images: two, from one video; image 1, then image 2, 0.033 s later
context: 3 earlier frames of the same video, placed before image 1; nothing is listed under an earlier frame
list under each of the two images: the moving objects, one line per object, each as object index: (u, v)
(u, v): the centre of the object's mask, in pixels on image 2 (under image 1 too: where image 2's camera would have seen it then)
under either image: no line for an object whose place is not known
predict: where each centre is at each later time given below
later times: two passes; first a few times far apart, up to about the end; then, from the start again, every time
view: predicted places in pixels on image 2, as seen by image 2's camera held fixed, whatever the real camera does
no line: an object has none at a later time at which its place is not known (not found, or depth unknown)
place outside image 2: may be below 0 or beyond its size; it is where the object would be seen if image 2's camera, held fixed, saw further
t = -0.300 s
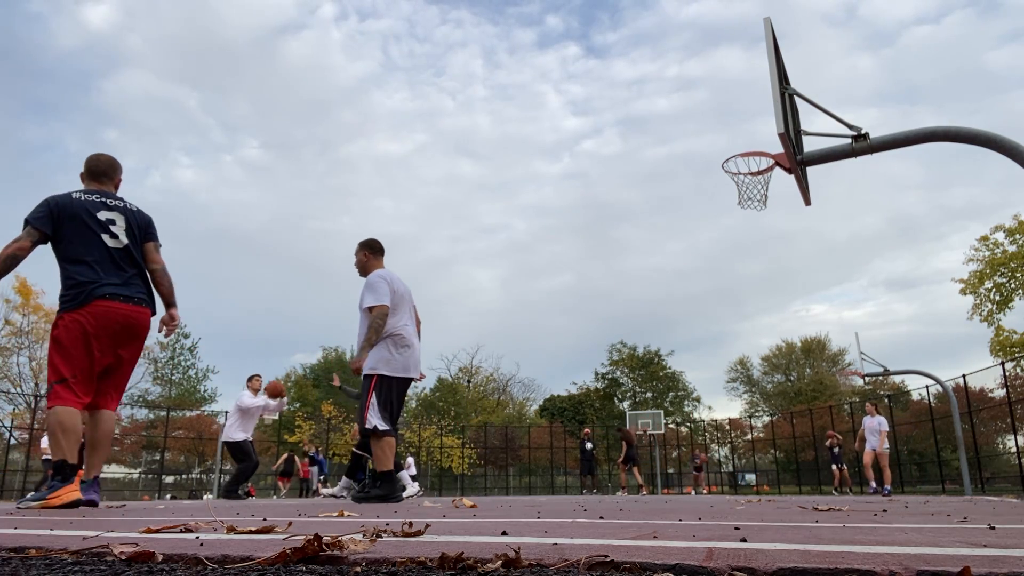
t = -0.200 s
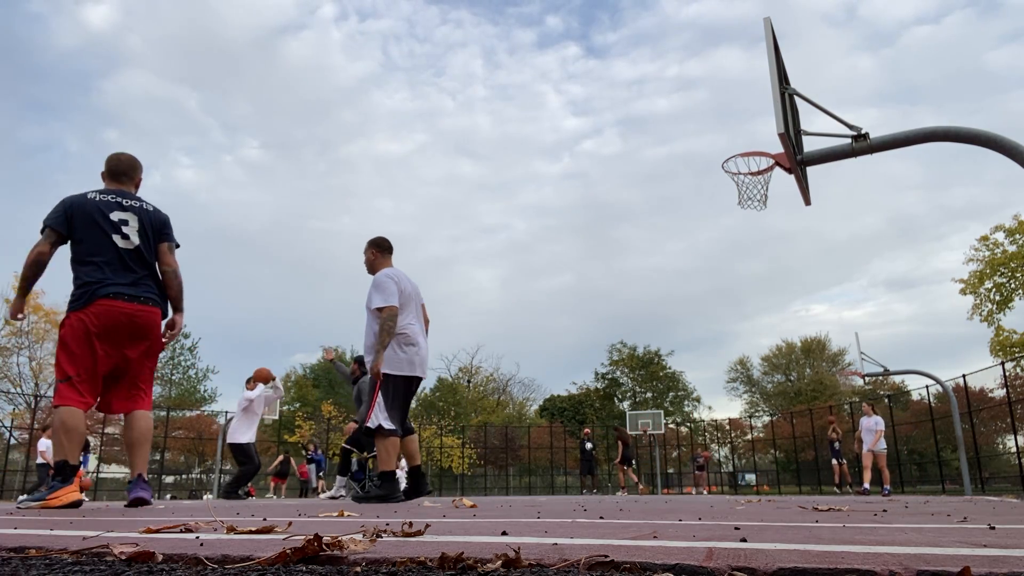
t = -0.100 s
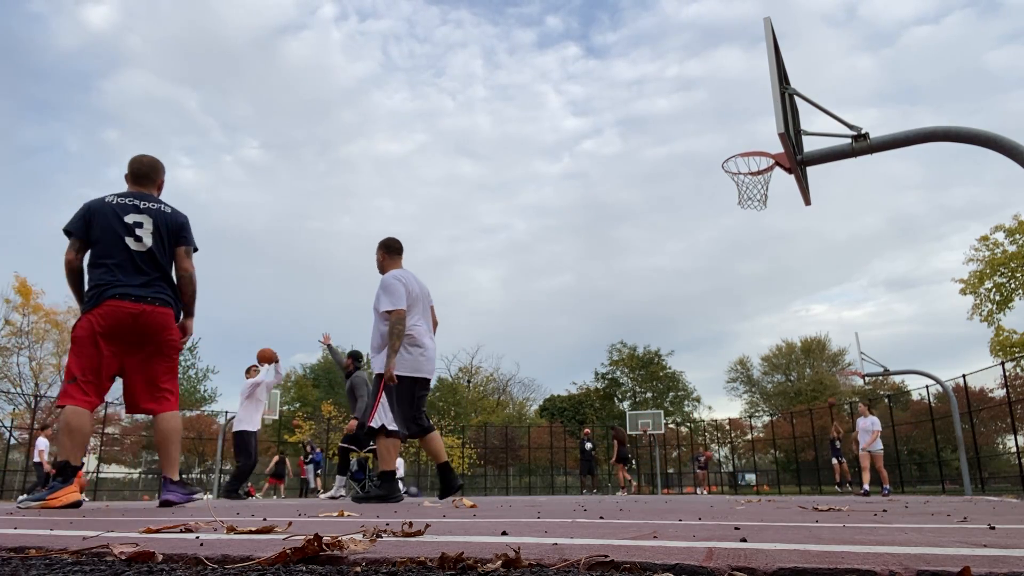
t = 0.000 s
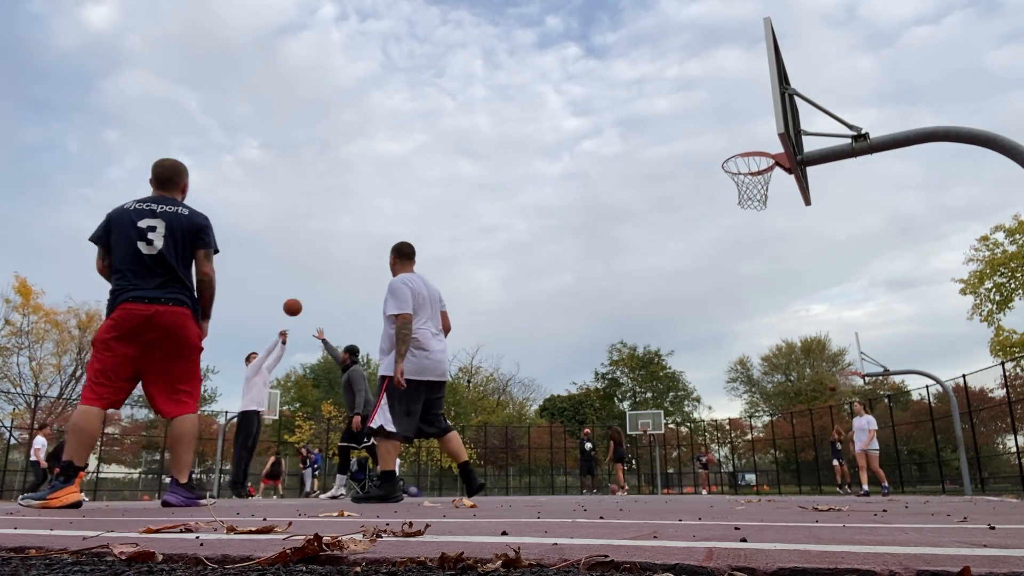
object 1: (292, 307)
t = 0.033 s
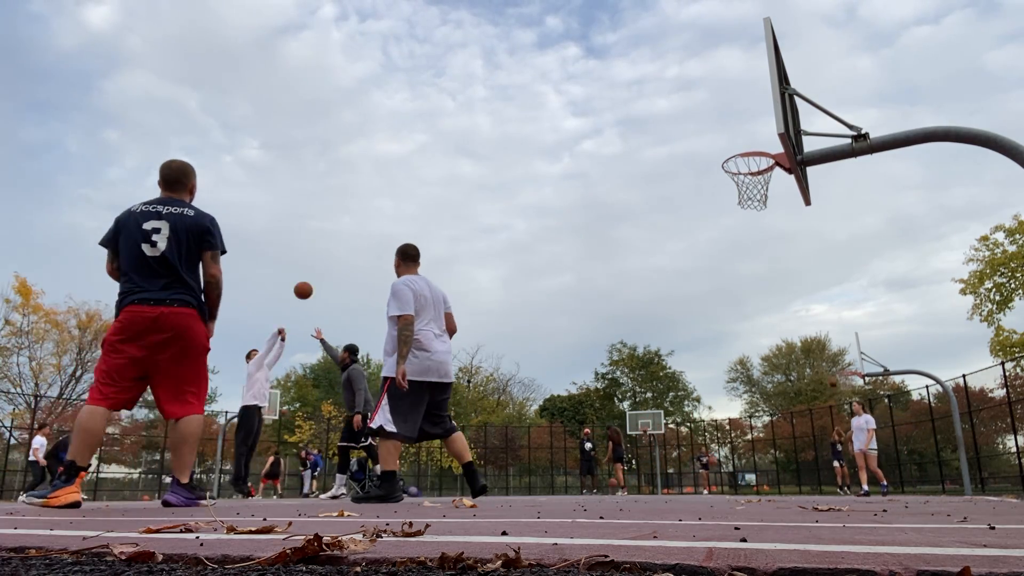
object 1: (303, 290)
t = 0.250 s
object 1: (373, 197)
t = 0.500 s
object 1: (457, 125)
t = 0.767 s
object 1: (557, 93)
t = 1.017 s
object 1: (669, 113)
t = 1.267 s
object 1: (770, 131)
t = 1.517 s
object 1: (727, 144)
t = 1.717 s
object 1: (695, 194)
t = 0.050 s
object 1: (309, 282)
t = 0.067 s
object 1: (314, 274)
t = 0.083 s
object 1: (319, 266)
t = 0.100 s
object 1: (325, 258)
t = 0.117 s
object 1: (330, 251)
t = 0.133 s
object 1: (335, 244)
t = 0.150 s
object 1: (341, 236)
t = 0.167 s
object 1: (346, 230)
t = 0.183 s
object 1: (351, 223)
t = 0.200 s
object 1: (357, 216)
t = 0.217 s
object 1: (362, 210)
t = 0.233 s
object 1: (367, 203)
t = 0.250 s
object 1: (373, 197)
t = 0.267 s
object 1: (378, 191)
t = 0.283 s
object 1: (384, 186)
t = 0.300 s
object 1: (389, 180)
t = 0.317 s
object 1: (395, 174)
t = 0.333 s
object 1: (400, 169)
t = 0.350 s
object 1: (406, 164)
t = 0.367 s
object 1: (411, 159)
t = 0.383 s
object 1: (417, 154)
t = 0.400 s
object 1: (422, 150)
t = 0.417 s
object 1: (428, 145)
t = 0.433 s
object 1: (434, 141)
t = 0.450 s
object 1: (439, 137)
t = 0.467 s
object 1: (445, 133)
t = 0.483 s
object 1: (451, 129)
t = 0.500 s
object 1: (457, 125)
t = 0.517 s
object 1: (463, 122)
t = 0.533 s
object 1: (468, 119)
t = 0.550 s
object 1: (475, 115)
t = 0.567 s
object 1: (480, 113)
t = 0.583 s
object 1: (487, 110)
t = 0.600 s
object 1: (493, 107)
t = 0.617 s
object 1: (499, 105)
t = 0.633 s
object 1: (505, 103)
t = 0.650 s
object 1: (511, 101)
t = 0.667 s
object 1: (517, 99)
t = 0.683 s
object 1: (524, 98)
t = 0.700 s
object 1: (530, 96)
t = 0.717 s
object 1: (537, 95)
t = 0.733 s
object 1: (543, 94)
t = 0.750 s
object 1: (550, 94)
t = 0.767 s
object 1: (557, 93)
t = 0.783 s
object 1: (563, 92)
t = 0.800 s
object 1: (570, 92)
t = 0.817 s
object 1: (577, 93)
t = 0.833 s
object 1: (584, 93)
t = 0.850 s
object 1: (592, 93)
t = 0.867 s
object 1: (599, 94)
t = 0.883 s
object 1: (606, 95)
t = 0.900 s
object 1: (614, 97)
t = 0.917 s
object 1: (621, 98)
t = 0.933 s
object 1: (629, 100)
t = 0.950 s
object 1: (637, 102)
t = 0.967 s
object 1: (645, 104)
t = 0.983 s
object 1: (653, 107)
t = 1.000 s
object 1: (661, 110)
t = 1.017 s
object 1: (669, 113)
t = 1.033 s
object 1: (678, 116)
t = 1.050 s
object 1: (687, 120)
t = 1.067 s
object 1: (695, 124)
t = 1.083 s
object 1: (704, 129)
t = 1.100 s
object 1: (713, 133)
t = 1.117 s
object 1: (722, 138)
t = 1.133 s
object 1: (732, 143)
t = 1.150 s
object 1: (739, 146)
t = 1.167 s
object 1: (744, 143)
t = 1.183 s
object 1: (749, 140)
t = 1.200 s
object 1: (754, 138)
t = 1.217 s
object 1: (760, 135)
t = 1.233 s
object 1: (764, 133)
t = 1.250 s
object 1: (768, 132)
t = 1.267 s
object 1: (770, 131)
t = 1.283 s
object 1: (768, 129)
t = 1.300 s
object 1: (766, 129)
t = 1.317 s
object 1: (764, 128)
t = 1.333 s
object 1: (761, 128)
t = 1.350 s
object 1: (757, 128)
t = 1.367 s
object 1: (754, 129)
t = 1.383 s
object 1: (751, 129)
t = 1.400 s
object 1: (748, 130)
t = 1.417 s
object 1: (744, 132)
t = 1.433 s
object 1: (741, 133)
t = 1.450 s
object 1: (738, 135)
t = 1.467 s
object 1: (735, 137)
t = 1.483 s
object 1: (732, 139)
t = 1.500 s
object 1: (729, 141)
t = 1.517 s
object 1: (727, 144)
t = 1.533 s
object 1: (724, 147)
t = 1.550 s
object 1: (721, 150)
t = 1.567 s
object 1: (718, 153)
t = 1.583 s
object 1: (715, 157)
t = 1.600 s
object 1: (713, 161)
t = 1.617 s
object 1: (710, 165)
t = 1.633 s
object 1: (708, 169)
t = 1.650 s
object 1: (705, 173)
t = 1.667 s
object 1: (703, 178)
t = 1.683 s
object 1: (700, 183)
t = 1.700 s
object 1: (698, 188)
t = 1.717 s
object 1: (695, 194)
